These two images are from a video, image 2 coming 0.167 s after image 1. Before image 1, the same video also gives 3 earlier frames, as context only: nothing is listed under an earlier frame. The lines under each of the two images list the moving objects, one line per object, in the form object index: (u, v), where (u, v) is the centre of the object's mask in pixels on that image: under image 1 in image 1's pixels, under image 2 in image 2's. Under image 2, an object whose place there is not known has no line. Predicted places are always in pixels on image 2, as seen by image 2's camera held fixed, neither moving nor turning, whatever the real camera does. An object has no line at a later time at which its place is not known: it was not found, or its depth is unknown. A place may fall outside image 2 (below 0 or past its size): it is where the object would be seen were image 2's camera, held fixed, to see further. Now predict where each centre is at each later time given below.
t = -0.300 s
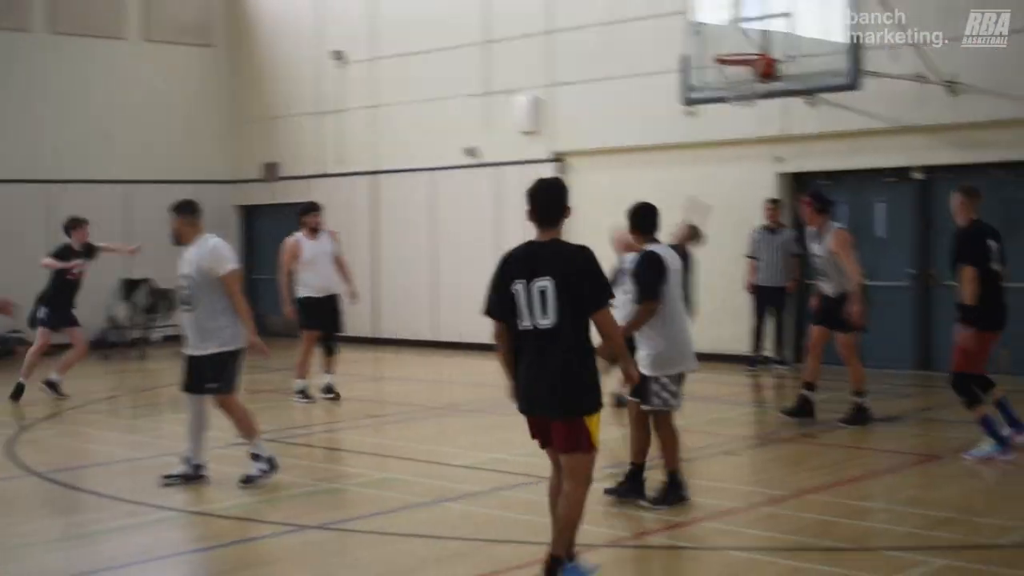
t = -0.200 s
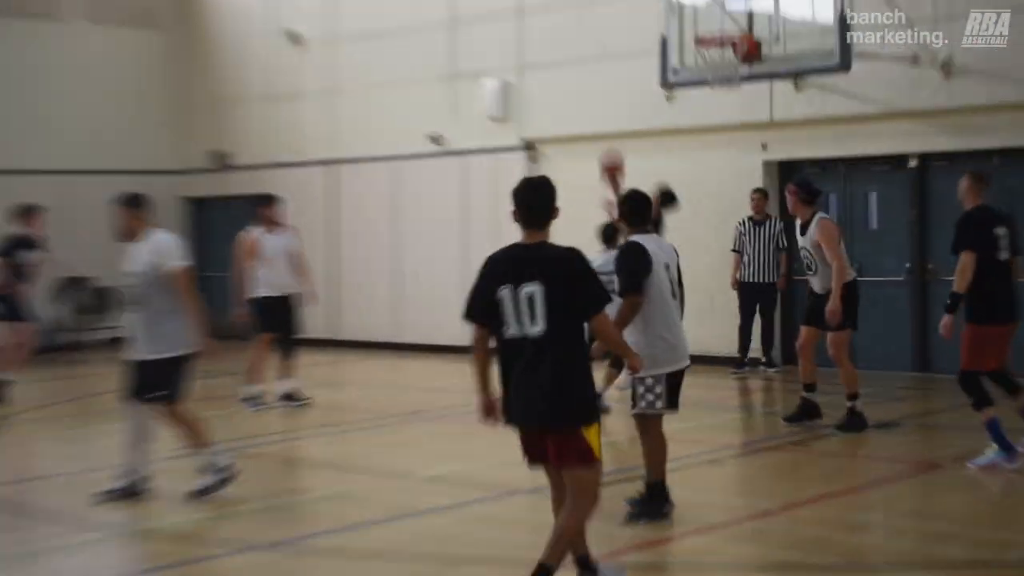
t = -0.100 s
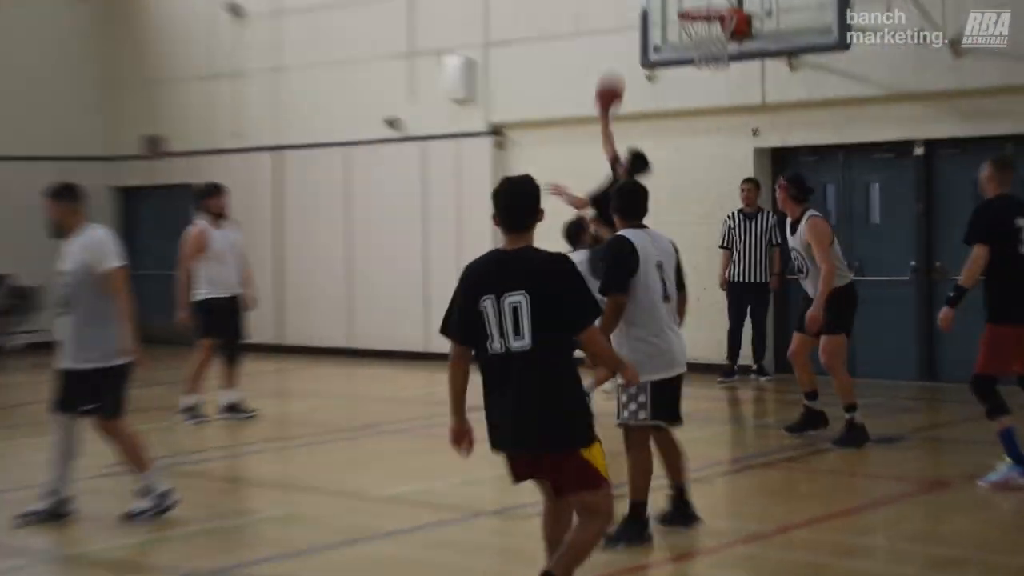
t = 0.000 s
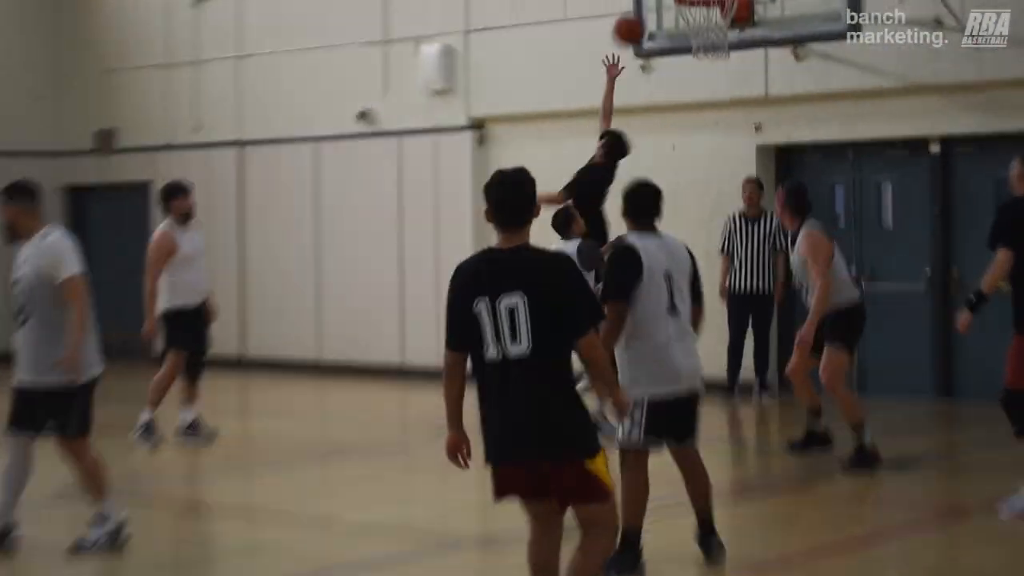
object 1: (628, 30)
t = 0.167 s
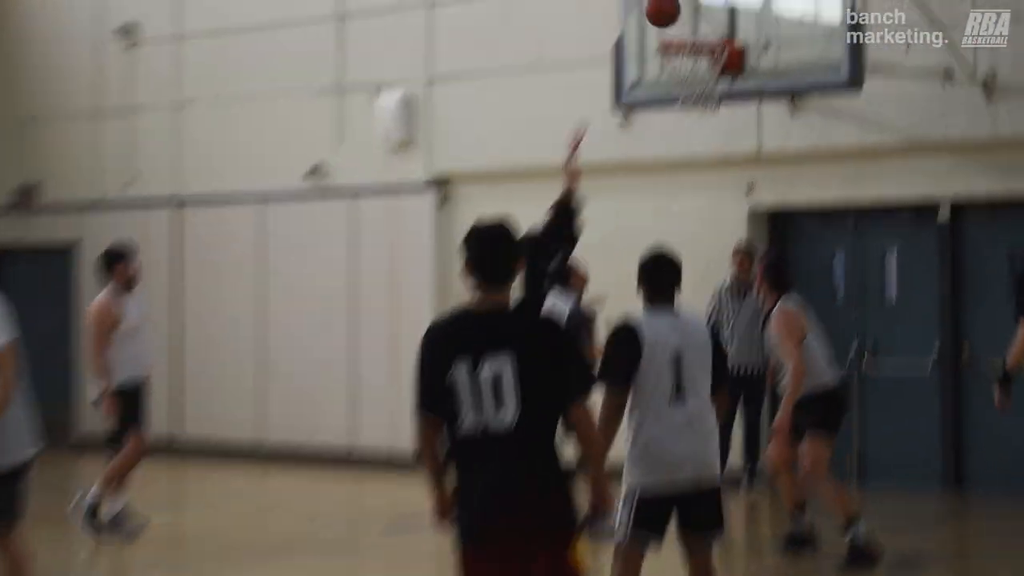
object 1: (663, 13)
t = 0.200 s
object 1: (671, 3)
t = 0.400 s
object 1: (688, -19)
